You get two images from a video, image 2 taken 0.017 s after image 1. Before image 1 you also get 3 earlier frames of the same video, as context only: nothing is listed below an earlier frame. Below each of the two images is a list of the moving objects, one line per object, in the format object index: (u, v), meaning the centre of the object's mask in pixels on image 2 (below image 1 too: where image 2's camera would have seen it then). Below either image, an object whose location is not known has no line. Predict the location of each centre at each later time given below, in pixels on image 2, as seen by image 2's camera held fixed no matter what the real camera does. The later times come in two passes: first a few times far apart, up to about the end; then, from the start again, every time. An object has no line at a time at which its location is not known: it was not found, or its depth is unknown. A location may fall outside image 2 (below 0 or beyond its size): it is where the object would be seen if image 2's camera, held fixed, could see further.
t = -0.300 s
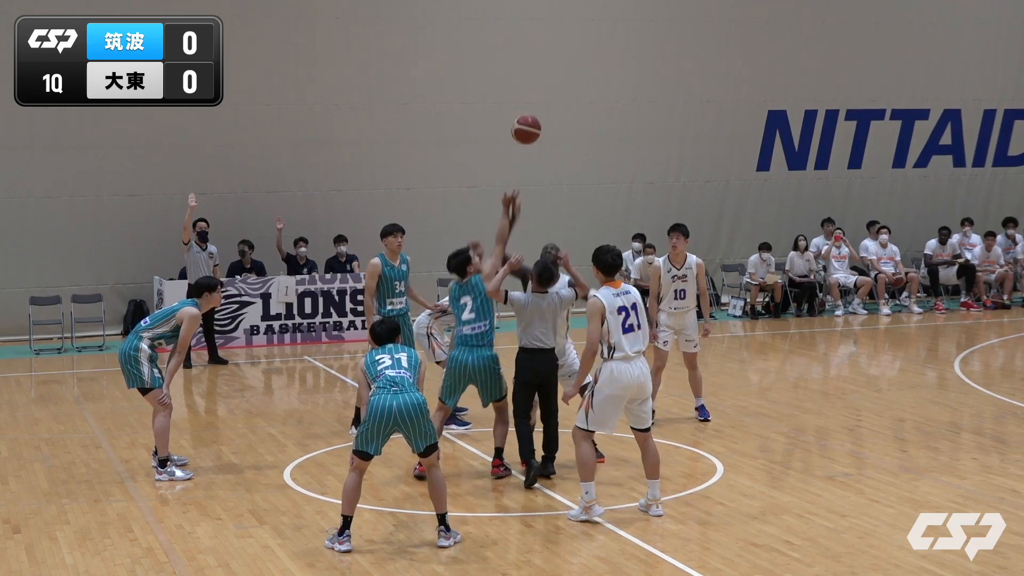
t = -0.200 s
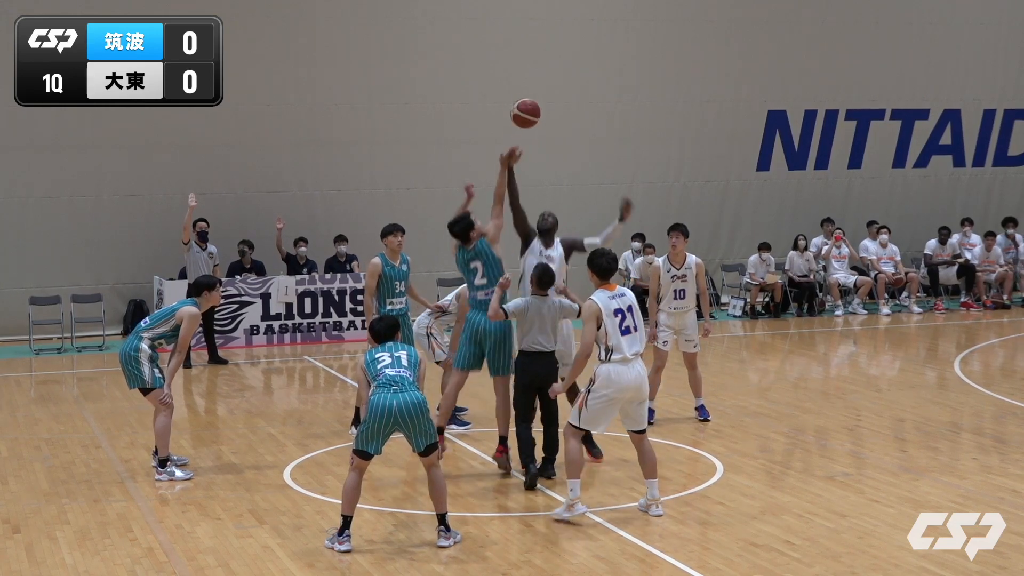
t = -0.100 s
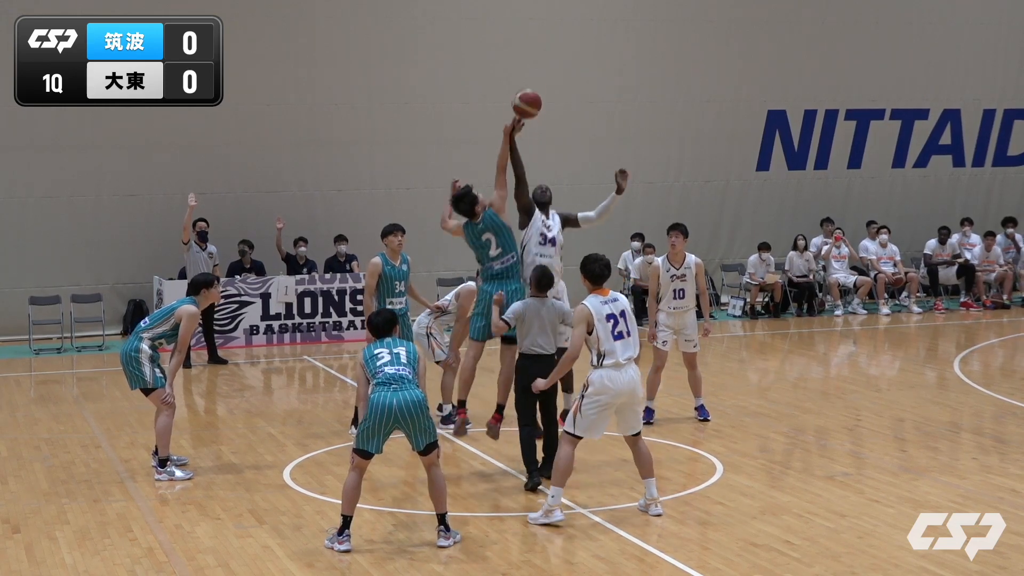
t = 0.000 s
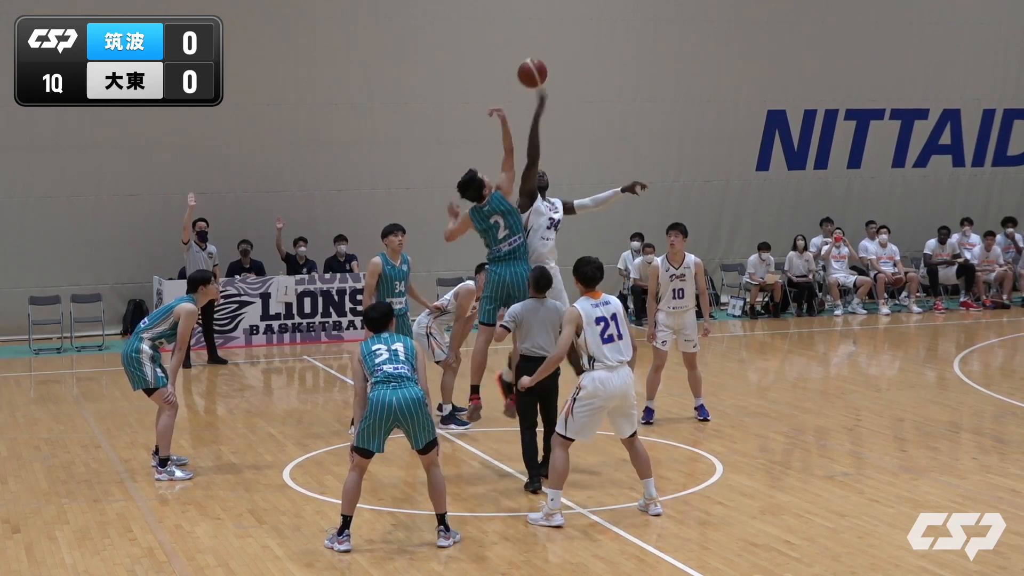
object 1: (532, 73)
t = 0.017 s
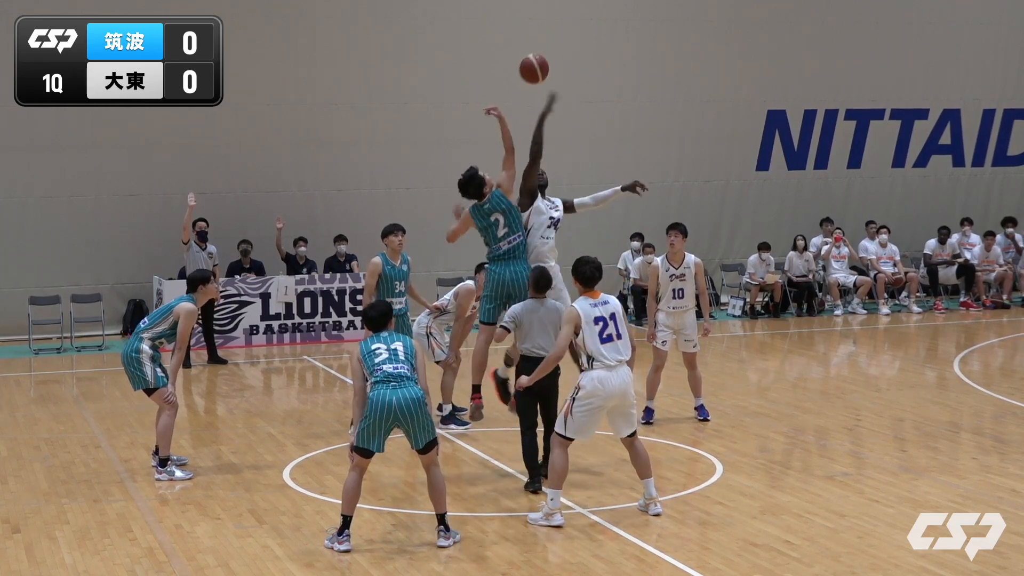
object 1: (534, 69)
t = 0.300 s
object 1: (563, 50)
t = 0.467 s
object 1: (579, 84)
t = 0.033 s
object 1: (536, 65)
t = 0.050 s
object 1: (537, 61)
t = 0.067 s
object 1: (539, 58)
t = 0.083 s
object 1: (541, 55)
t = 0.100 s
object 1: (542, 53)
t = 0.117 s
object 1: (544, 51)
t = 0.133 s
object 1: (546, 49)
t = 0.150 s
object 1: (547, 48)
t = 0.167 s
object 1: (549, 47)
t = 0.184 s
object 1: (551, 46)
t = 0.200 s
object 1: (553, 46)
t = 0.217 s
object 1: (554, 45)
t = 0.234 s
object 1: (556, 46)
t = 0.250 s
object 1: (558, 46)
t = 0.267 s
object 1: (559, 47)
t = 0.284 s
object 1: (561, 48)
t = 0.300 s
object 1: (563, 50)
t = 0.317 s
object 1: (564, 52)
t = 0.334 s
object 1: (566, 54)
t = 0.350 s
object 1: (567, 57)
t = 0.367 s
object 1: (569, 60)
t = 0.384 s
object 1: (571, 63)
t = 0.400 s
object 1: (573, 67)
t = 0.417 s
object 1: (574, 71)
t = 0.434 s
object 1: (576, 75)
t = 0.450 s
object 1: (578, 79)
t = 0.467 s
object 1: (579, 84)
